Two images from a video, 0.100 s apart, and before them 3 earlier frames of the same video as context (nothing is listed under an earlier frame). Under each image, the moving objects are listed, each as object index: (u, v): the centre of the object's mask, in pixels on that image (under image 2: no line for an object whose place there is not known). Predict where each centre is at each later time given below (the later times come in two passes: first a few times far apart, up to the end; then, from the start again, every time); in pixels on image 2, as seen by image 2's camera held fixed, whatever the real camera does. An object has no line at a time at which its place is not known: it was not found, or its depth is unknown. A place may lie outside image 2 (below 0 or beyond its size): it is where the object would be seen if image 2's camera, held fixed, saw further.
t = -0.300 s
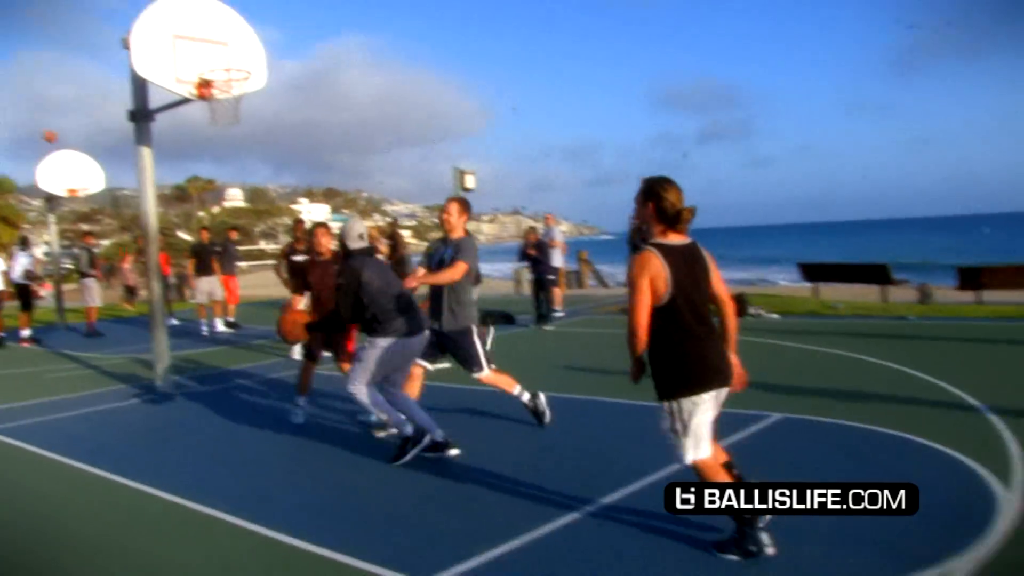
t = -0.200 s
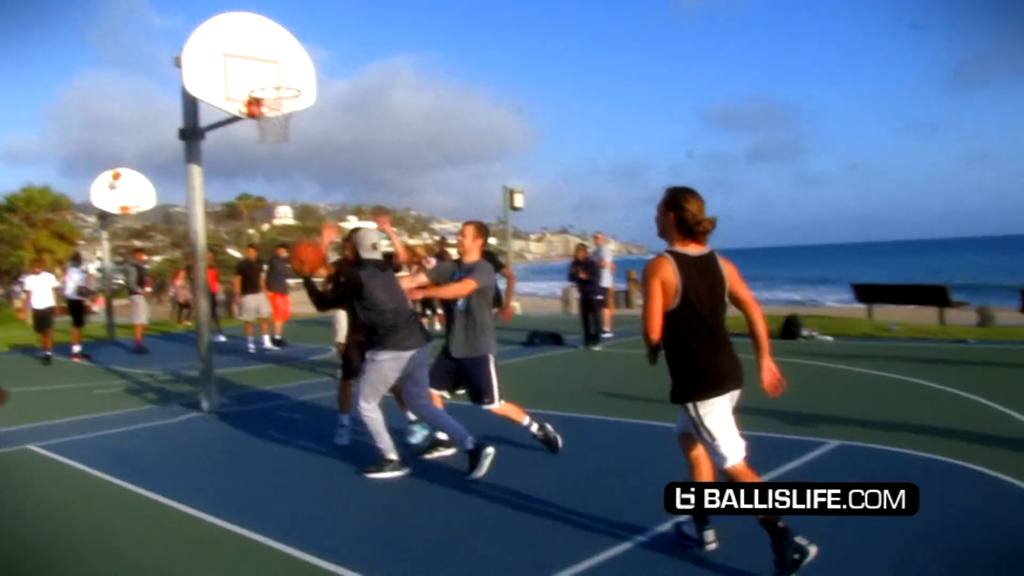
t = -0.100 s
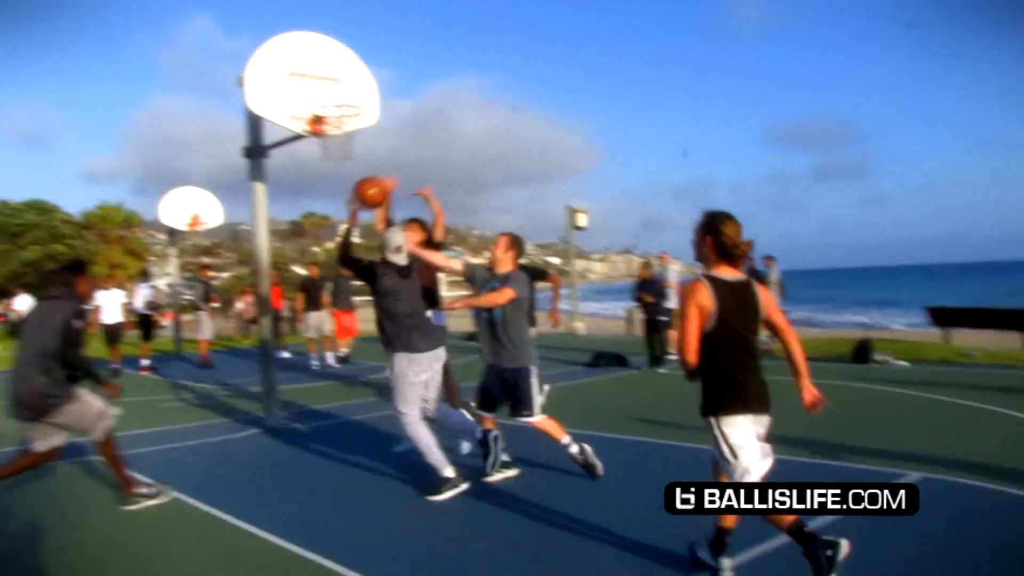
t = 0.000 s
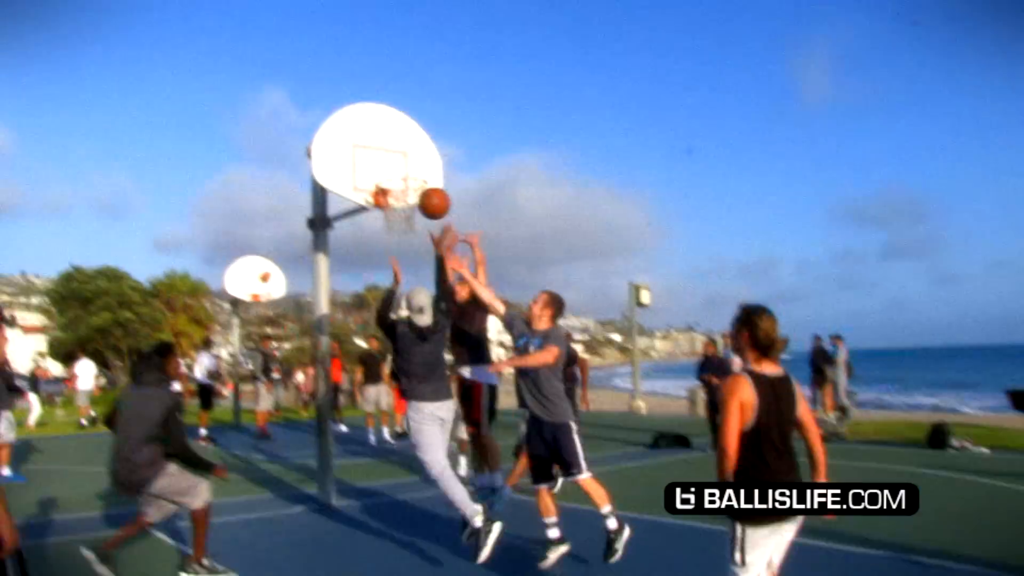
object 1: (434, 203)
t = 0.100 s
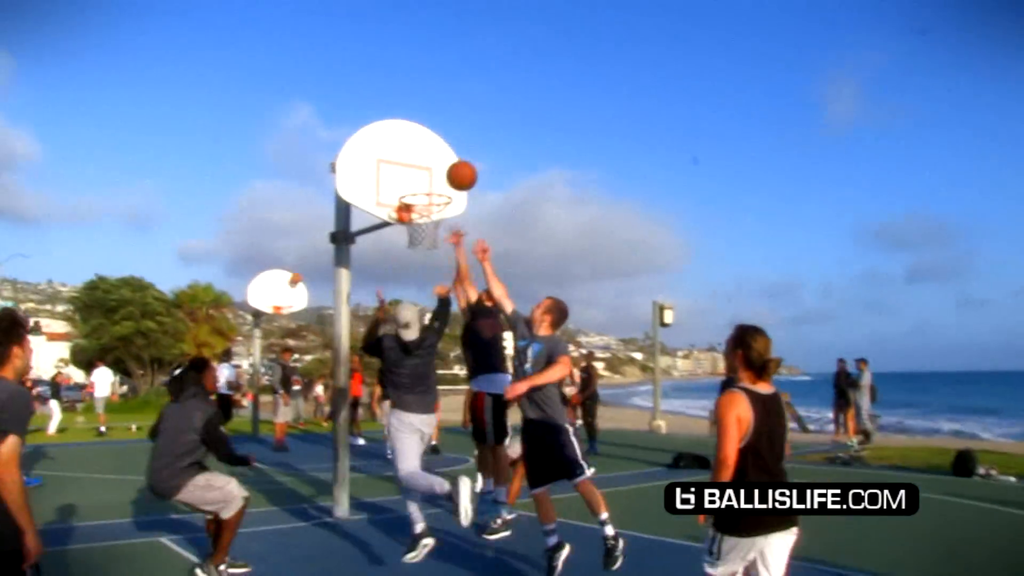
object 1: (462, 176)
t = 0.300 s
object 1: (468, 134)
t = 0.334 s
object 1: (468, 134)
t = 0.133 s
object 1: (462, 165)
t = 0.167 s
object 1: (463, 156)
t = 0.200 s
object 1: (465, 148)
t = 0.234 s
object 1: (466, 142)
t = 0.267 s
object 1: (467, 137)
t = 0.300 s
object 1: (468, 134)
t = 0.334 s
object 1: (468, 134)
